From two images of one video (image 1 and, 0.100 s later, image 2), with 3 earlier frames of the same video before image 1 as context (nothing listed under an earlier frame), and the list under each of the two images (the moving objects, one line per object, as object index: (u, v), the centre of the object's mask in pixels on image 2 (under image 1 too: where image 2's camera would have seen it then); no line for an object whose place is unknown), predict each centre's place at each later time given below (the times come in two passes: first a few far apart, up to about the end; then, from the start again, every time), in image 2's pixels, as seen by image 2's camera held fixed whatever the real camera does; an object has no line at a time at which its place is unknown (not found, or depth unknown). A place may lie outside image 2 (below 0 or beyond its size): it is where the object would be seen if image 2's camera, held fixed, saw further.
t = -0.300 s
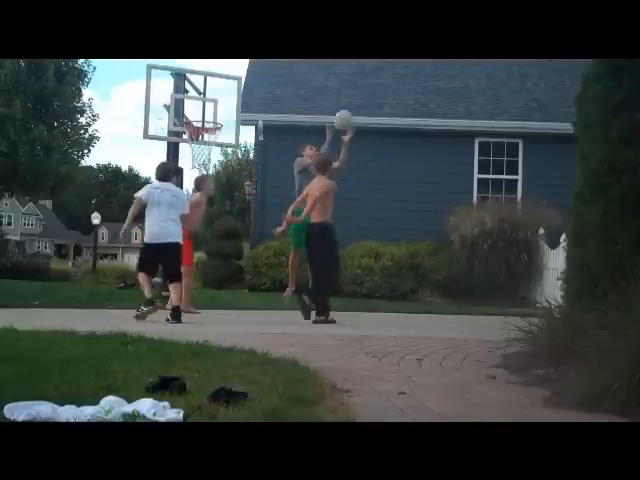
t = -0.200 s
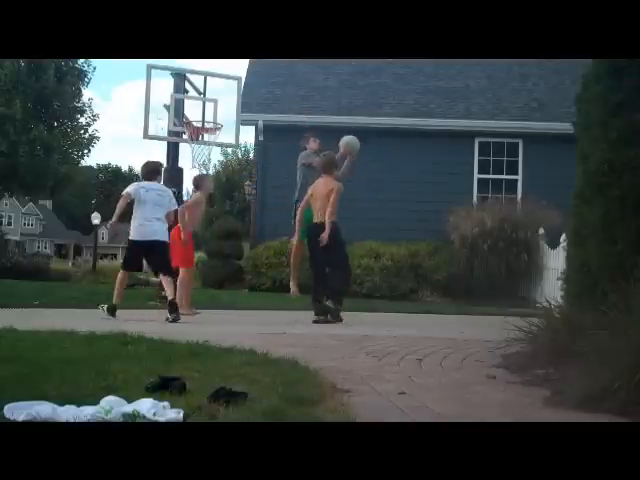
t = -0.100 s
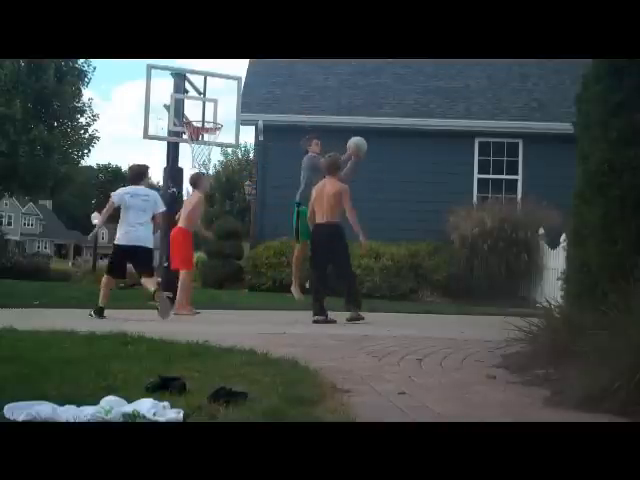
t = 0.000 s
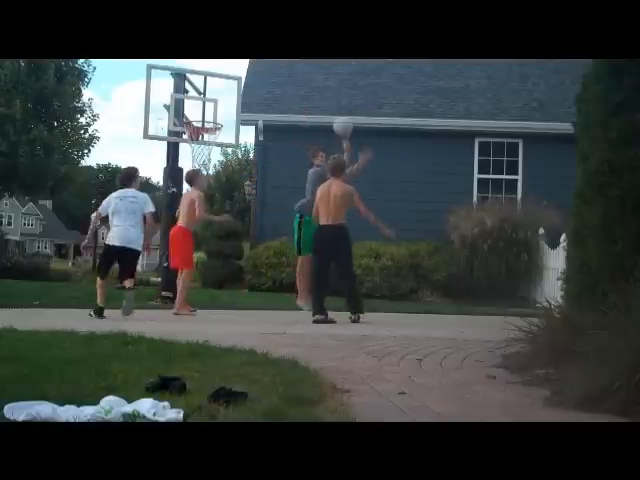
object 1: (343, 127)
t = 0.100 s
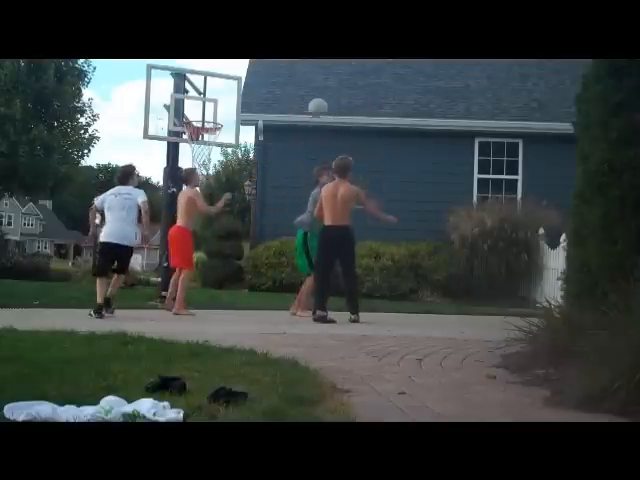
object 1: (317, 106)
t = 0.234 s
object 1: (284, 94)
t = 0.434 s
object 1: (233, 103)
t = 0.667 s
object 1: (192, 133)
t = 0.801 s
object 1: (199, 141)
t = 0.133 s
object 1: (309, 103)
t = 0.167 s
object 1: (300, 100)
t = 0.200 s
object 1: (292, 96)
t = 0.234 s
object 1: (284, 94)
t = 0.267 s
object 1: (275, 94)
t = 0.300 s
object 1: (267, 94)
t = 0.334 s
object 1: (258, 95)
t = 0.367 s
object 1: (249, 96)
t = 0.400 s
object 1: (241, 99)
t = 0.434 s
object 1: (233, 103)
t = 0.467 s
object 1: (224, 108)
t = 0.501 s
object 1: (216, 113)
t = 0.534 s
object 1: (207, 119)
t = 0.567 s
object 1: (200, 122)
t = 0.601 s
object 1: (196, 124)
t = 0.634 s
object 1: (193, 129)
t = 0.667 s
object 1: (192, 133)
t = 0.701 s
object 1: (192, 136)
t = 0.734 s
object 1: (193, 139)
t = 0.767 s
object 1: (196, 140)
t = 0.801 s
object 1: (199, 141)
